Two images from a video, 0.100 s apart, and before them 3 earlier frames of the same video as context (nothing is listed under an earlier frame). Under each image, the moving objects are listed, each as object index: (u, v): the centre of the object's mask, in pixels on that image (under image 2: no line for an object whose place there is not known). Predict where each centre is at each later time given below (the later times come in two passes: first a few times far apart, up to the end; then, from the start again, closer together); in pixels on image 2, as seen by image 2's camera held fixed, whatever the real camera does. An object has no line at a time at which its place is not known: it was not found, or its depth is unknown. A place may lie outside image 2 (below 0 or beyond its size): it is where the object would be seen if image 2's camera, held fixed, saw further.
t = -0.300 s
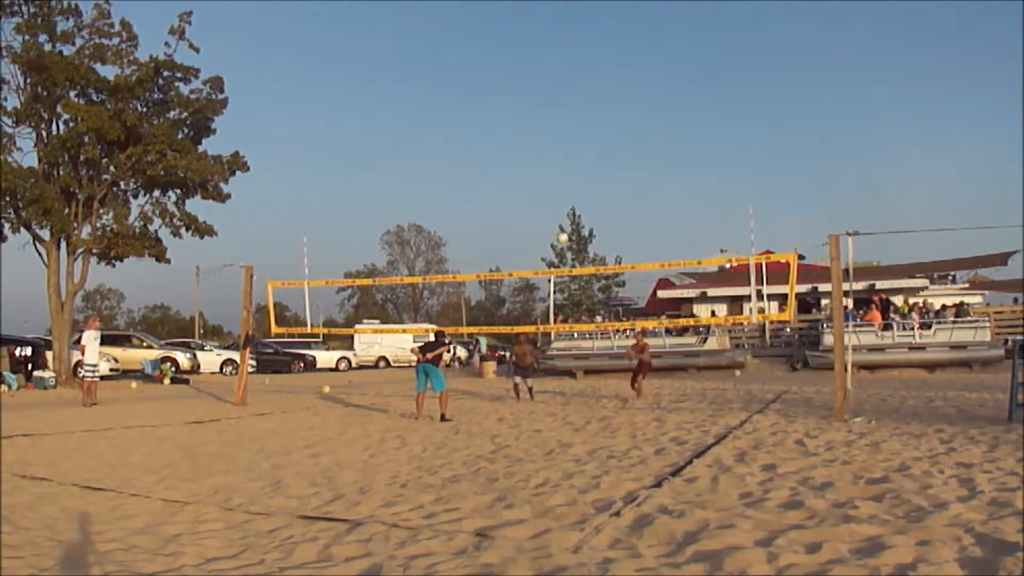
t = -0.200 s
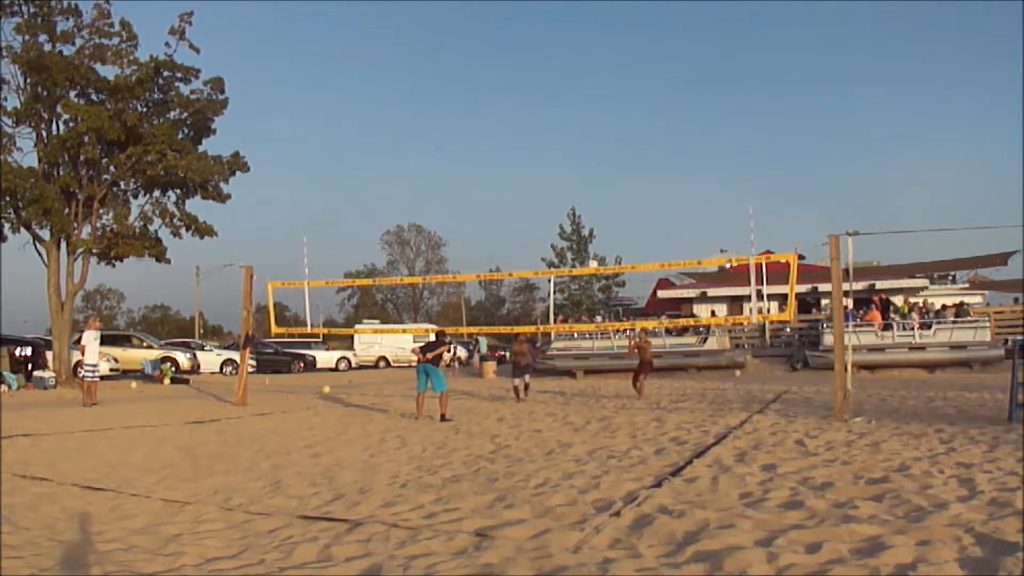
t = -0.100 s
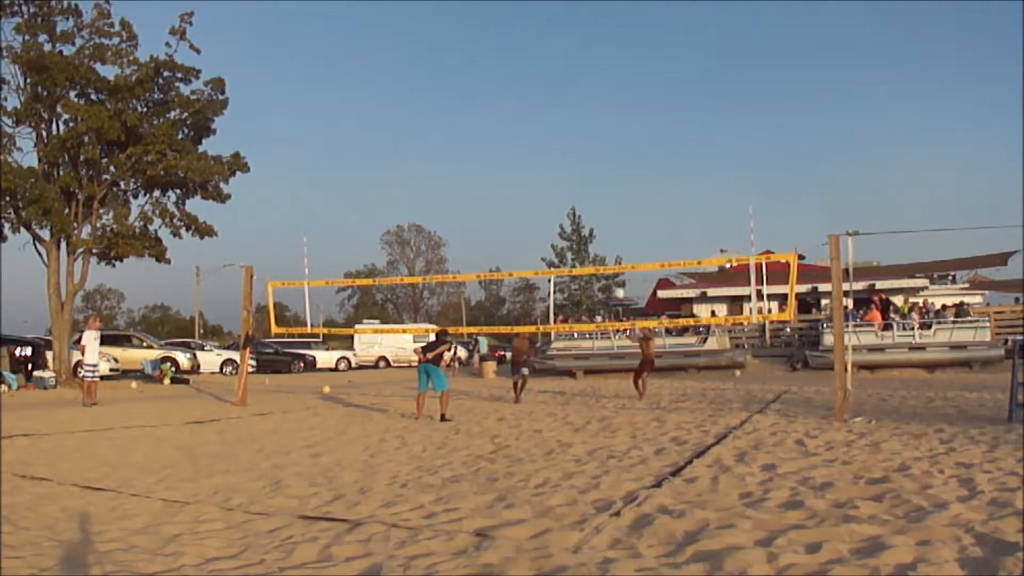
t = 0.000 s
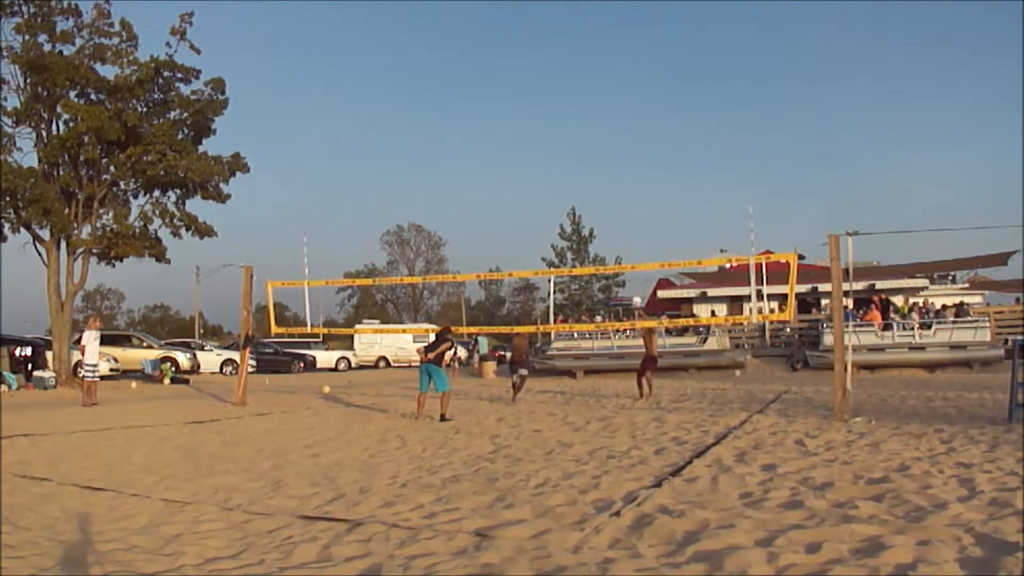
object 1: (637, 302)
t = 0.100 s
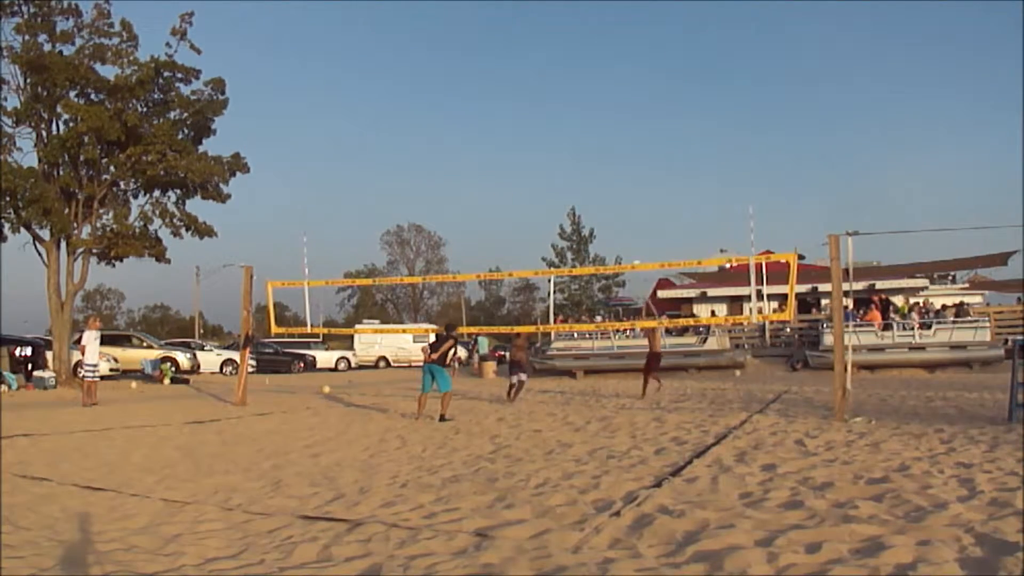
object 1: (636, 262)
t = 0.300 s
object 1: (636, 206)
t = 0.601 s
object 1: (635, 151)
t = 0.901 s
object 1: (634, 135)
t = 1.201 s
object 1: (634, 162)
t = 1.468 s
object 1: (632, 224)
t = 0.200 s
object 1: (636, 234)
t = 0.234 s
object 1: (636, 224)
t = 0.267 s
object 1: (636, 215)
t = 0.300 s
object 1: (636, 206)
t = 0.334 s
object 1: (636, 198)
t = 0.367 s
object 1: (636, 191)
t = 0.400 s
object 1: (636, 183)
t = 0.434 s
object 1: (636, 177)
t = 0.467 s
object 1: (636, 171)
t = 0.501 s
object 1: (636, 165)
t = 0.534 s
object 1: (635, 160)
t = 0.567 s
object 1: (636, 155)
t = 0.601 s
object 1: (635, 151)
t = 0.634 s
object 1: (635, 147)
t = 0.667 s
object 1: (635, 144)
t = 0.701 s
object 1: (635, 141)
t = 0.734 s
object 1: (635, 139)
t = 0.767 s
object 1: (635, 138)
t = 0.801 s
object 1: (635, 136)
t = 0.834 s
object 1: (635, 135)
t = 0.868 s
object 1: (634, 135)
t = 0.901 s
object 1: (634, 135)
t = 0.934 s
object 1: (634, 136)
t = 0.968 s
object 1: (634, 137)
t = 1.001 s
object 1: (634, 139)
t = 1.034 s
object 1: (634, 142)
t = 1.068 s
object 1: (634, 144)
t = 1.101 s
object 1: (634, 148)
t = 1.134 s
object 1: (634, 152)
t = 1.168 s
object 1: (634, 156)
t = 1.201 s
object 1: (634, 162)
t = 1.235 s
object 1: (634, 168)
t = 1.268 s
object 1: (634, 174)
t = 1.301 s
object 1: (633, 180)
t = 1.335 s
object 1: (633, 188)
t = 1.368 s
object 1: (633, 196)
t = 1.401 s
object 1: (633, 205)
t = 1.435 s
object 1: (632, 214)
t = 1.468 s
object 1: (632, 224)
